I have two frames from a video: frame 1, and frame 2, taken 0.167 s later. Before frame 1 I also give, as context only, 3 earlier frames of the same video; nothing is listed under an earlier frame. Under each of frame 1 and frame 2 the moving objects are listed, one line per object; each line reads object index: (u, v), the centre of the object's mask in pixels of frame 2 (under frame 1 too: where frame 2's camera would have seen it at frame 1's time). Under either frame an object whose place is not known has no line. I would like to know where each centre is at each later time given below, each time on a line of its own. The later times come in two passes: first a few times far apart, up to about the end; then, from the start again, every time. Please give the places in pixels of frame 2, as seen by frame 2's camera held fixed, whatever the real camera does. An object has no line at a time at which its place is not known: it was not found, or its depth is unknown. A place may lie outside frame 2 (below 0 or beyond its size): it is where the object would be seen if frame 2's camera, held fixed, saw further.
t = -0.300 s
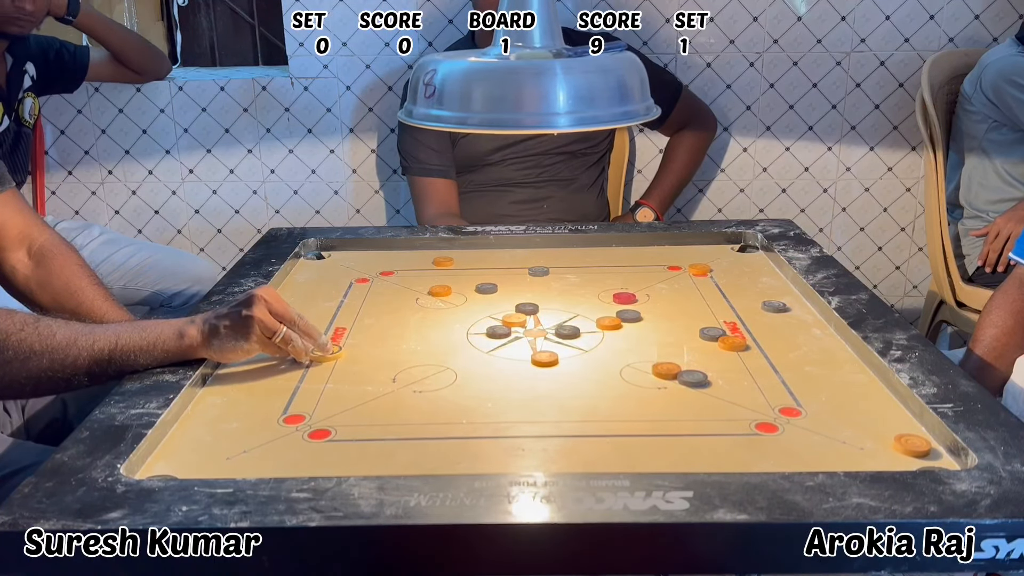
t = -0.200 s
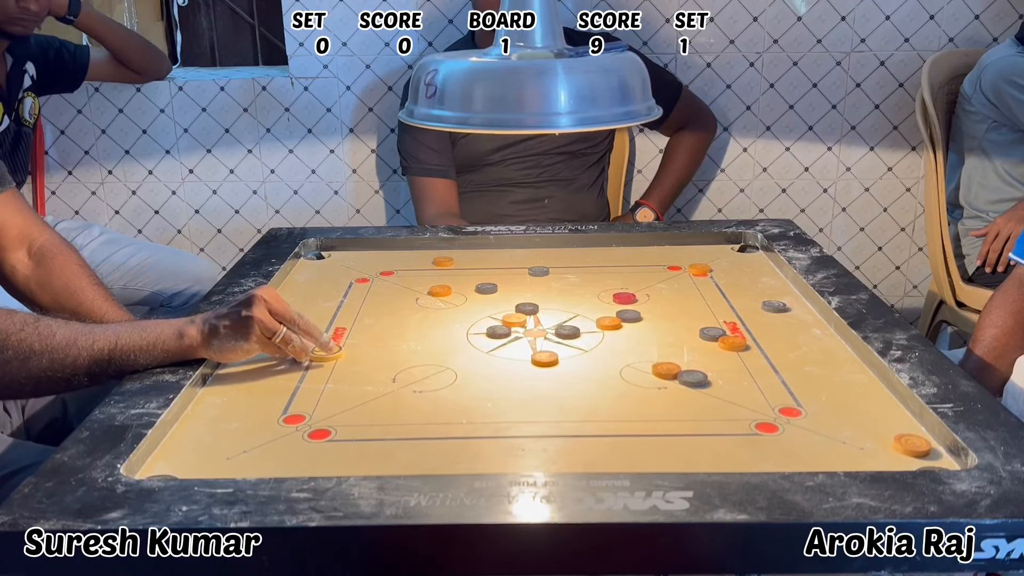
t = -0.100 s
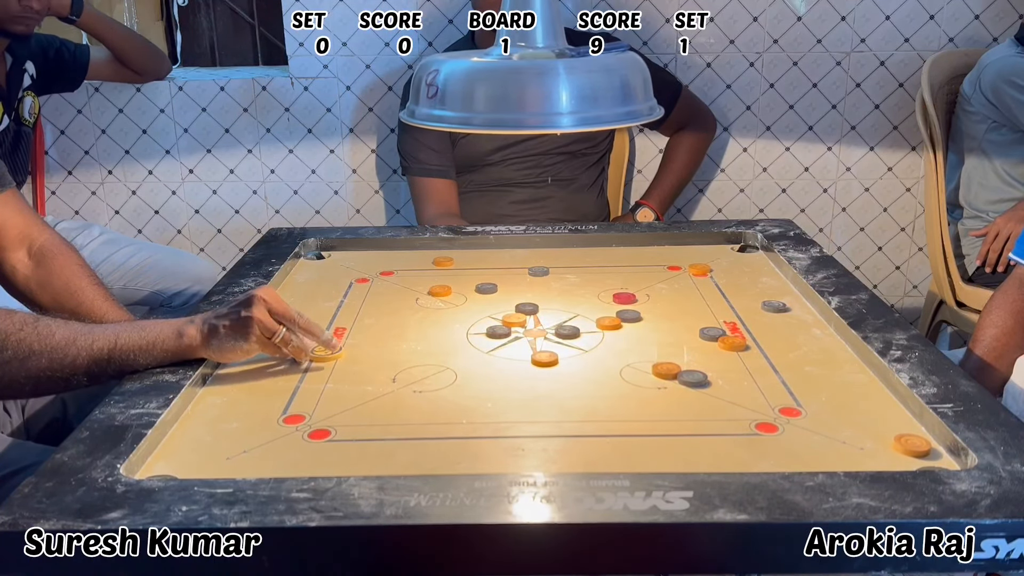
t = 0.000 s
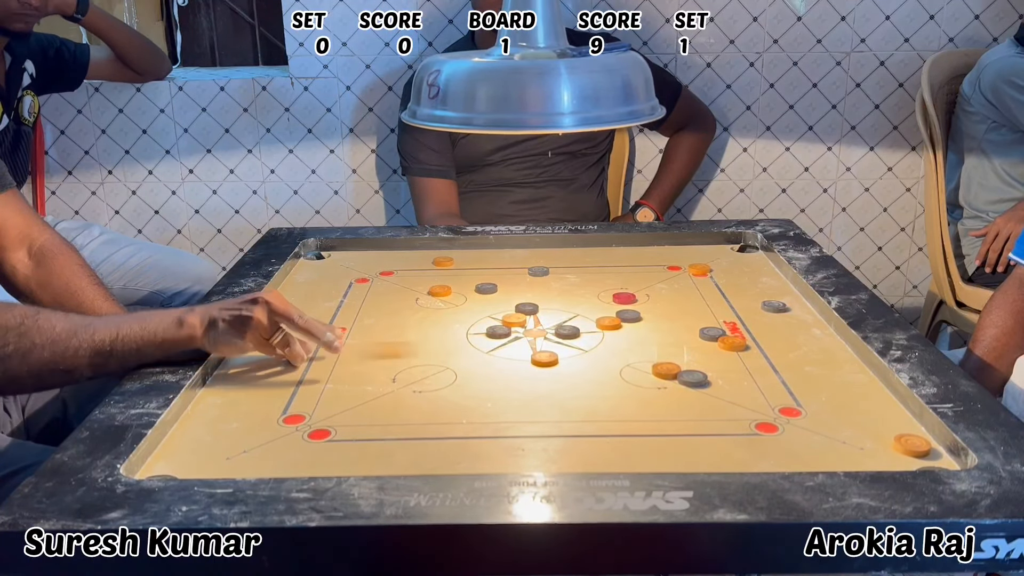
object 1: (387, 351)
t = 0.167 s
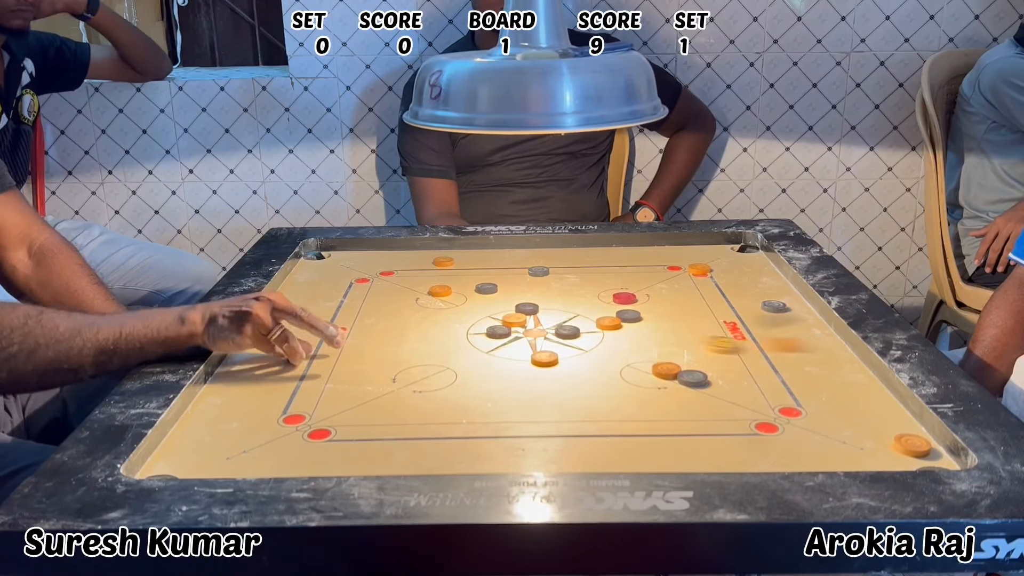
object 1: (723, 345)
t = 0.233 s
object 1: (764, 352)
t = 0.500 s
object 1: (740, 401)
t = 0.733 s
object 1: (725, 426)
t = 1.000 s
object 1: (721, 437)
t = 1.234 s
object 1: (721, 437)
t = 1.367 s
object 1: (721, 437)
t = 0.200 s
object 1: (749, 349)
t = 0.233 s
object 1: (764, 352)
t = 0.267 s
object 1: (761, 359)
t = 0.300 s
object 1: (757, 366)
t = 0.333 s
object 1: (755, 373)
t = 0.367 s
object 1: (752, 379)
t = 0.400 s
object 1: (749, 385)
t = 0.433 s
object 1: (746, 390)
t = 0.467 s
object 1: (744, 396)
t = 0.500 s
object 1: (740, 401)
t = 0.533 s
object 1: (737, 405)
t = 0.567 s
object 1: (736, 410)
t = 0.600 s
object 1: (733, 414)
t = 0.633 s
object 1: (731, 417)
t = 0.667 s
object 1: (729, 421)
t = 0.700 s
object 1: (727, 423)
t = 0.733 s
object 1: (725, 426)
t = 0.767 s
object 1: (724, 429)
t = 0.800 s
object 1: (722, 431)
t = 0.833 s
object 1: (722, 433)
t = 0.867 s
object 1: (722, 434)
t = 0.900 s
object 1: (722, 436)
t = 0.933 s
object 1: (721, 436)
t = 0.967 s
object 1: (721, 437)
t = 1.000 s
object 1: (721, 437)
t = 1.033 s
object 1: (721, 437)
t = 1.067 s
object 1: (721, 437)
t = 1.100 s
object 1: (721, 437)
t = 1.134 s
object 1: (721, 437)
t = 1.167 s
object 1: (721, 437)
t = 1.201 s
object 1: (721, 437)
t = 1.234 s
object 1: (721, 437)
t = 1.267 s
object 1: (721, 437)
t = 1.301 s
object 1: (721, 437)
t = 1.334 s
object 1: (721, 437)
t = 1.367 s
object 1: (721, 437)
